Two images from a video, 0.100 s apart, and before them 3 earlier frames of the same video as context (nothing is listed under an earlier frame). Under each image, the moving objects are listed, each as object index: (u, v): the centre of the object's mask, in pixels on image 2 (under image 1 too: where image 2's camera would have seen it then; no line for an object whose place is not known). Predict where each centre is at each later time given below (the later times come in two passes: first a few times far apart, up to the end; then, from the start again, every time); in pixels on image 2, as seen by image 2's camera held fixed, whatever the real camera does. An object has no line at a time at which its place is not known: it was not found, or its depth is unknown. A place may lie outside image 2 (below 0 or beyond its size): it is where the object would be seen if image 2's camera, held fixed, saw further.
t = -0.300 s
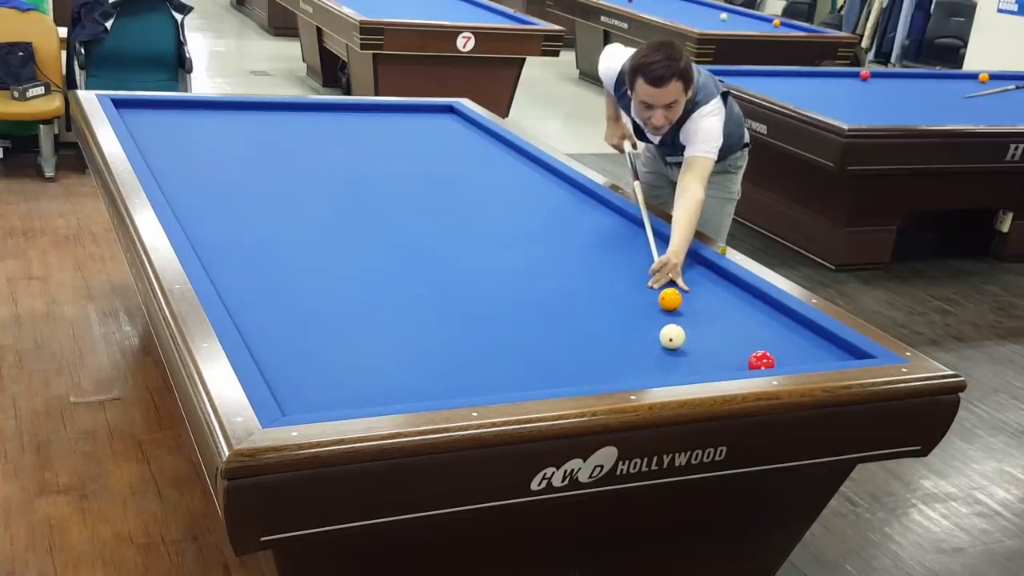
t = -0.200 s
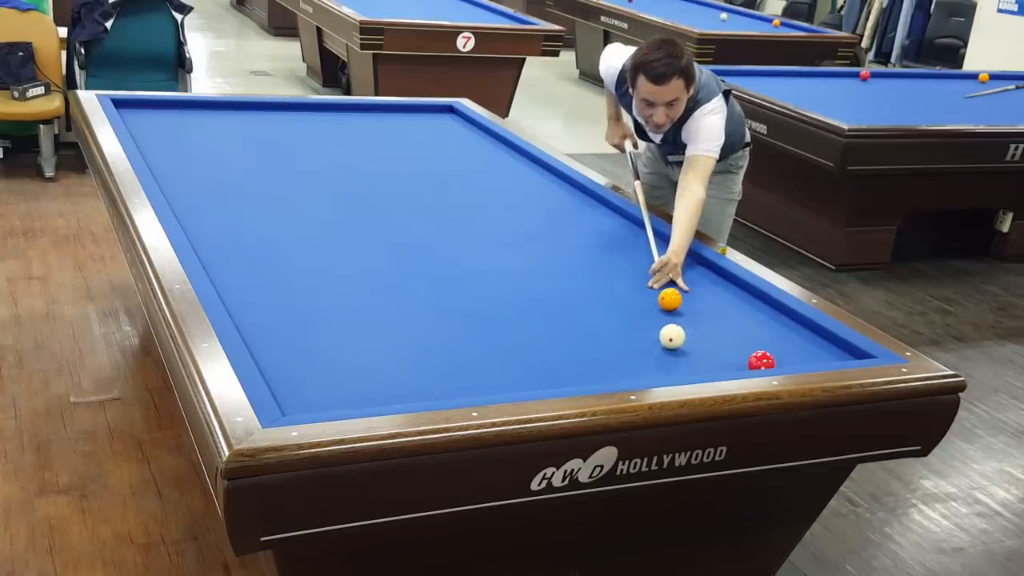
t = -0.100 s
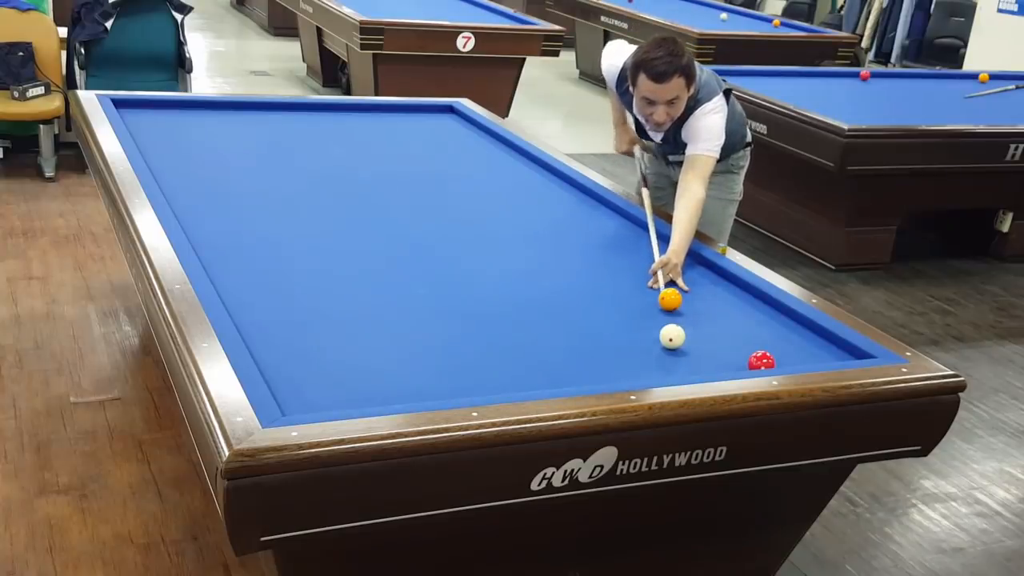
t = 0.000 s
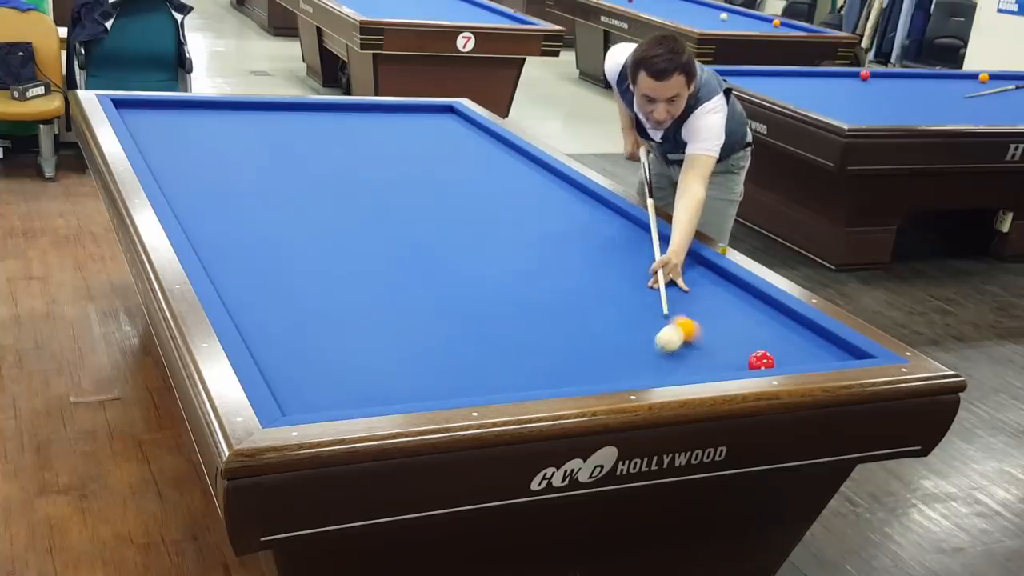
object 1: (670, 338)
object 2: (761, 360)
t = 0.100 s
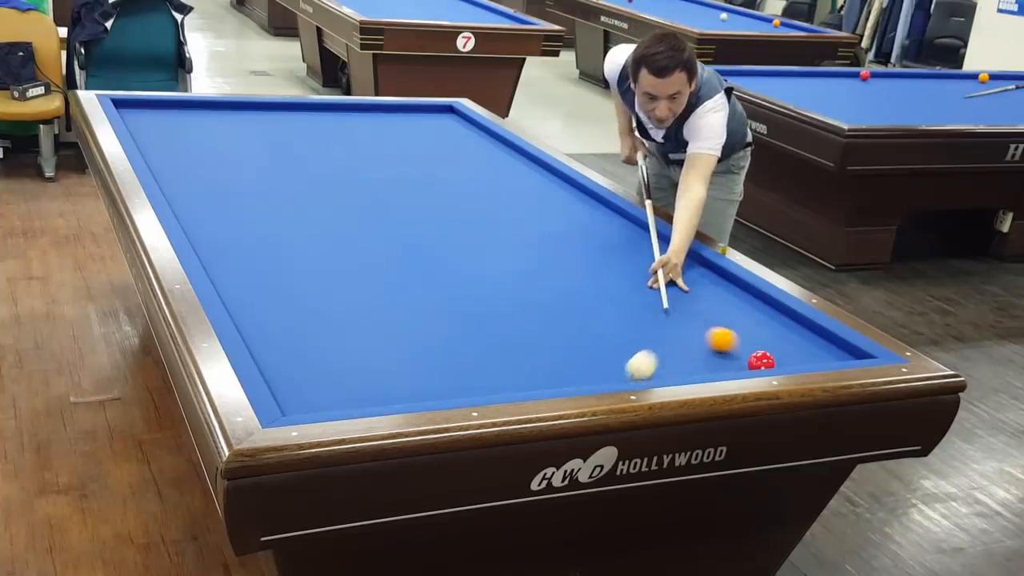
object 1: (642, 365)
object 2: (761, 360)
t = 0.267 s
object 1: (564, 362)
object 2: (761, 361)
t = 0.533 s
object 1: (450, 337)
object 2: (761, 360)
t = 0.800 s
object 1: (343, 314)
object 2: (761, 360)
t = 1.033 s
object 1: (255, 295)
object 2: (761, 360)
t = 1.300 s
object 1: (254, 271)
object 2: (761, 360)
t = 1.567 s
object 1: (285, 248)
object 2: (761, 360)
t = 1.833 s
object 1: (312, 229)
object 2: (761, 361)
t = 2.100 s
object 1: (335, 211)
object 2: (753, 362)
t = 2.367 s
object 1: (356, 195)
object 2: (745, 363)
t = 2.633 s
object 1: (375, 182)
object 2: (738, 363)
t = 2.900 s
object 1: (391, 169)
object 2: (732, 363)
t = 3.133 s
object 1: (404, 159)
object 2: (727, 363)
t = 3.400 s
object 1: (418, 149)
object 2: (723, 363)
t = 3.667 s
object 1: (431, 140)
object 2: (721, 363)
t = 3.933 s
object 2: (719, 363)
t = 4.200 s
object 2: (720, 363)
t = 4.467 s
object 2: (720, 363)
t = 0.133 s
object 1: (633, 372)
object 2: (761, 360)
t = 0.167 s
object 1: (616, 373)
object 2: (761, 360)
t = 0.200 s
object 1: (598, 370)
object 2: (761, 361)
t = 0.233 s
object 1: (581, 366)
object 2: (761, 361)
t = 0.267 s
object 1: (564, 362)
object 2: (761, 361)
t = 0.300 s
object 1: (549, 359)
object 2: (761, 361)
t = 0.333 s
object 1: (534, 355)
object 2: (761, 360)
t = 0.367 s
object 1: (520, 352)
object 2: (761, 360)
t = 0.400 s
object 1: (505, 349)
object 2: (761, 360)
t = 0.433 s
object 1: (491, 346)
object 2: (761, 360)
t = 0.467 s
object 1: (477, 343)
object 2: (761, 360)
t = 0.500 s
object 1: (464, 340)
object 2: (761, 360)
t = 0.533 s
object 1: (450, 337)
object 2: (761, 360)
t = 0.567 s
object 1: (436, 334)
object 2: (761, 360)
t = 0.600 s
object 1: (423, 331)
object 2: (761, 360)
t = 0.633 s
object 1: (409, 328)
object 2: (761, 360)
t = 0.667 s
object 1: (396, 326)
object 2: (761, 360)
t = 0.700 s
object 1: (383, 323)
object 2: (761, 360)
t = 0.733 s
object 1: (369, 320)
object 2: (761, 360)
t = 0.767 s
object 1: (356, 317)
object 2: (761, 360)
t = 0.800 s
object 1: (343, 314)
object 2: (761, 360)
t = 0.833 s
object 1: (331, 311)
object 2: (761, 360)
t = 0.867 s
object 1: (318, 309)
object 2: (761, 360)
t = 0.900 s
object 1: (305, 306)
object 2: (761, 360)
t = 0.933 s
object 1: (292, 304)
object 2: (761, 360)
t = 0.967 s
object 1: (280, 301)
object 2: (761, 360)
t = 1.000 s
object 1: (267, 298)
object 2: (761, 360)
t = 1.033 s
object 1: (255, 295)
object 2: (761, 360)
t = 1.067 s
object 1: (243, 293)
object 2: (761, 360)
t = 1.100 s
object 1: (231, 290)
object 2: (761, 360)
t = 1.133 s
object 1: (230, 287)
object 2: (761, 360)
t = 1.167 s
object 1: (236, 284)
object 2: (761, 360)
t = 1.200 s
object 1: (241, 280)
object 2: (761, 360)
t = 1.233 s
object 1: (246, 277)
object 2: (761, 360)
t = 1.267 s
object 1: (250, 274)
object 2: (761, 360)
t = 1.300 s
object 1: (254, 271)
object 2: (761, 360)
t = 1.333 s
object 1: (258, 268)
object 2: (761, 360)
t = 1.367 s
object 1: (263, 265)
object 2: (761, 360)
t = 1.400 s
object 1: (267, 262)
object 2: (761, 360)
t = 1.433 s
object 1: (271, 259)
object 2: (761, 360)
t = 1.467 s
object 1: (274, 256)
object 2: (761, 360)
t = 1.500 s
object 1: (278, 254)
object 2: (761, 360)
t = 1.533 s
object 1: (282, 251)
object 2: (761, 360)
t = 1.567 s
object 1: (285, 248)
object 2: (761, 360)
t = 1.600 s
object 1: (289, 246)
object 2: (761, 360)
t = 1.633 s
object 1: (292, 243)
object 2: (761, 360)
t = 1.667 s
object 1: (296, 241)
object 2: (761, 360)
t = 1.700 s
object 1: (299, 238)
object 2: (761, 360)
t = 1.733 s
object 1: (302, 236)
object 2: (761, 360)
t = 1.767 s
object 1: (306, 233)
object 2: (761, 360)
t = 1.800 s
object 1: (309, 231)
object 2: (761, 360)
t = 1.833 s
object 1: (312, 229)
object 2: (761, 361)
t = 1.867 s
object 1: (315, 226)
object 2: (760, 361)
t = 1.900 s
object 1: (318, 224)
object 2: (759, 361)
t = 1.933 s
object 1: (321, 222)
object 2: (758, 361)
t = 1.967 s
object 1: (324, 220)
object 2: (757, 361)
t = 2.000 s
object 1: (327, 217)
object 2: (756, 361)
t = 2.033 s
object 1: (330, 215)
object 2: (755, 362)
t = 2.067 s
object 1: (333, 213)
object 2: (754, 362)
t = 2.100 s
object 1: (335, 211)
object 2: (753, 362)
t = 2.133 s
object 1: (338, 209)
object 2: (752, 362)
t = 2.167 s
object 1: (341, 207)
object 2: (751, 362)
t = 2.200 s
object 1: (344, 205)
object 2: (750, 362)
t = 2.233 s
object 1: (346, 203)
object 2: (749, 362)
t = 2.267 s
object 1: (349, 201)
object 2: (748, 362)
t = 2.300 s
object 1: (351, 199)
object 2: (747, 362)
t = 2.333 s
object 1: (354, 197)
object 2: (746, 362)
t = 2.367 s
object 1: (356, 195)
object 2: (745, 363)
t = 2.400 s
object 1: (359, 194)
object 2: (744, 363)
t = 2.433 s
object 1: (361, 192)
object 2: (743, 363)
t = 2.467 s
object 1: (363, 190)
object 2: (742, 363)
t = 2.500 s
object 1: (366, 189)
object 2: (741, 363)
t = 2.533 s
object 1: (368, 187)
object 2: (740, 363)
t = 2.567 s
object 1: (370, 185)
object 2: (739, 363)
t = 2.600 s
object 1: (372, 183)
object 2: (739, 363)
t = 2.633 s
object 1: (375, 182)
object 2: (738, 363)
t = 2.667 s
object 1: (377, 180)
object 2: (737, 363)
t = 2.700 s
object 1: (379, 179)
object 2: (736, 363)
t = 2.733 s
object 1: (381, 177)
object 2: (735, 363)
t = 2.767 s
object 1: (383, 176)
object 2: (735, 363)
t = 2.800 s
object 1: (385, 174)
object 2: (734, 363)
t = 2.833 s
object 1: (387, 172)
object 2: (733, 363)
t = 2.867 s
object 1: (389, 171)
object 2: (732, 363)
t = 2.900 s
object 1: (391, 169)
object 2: (732, 363)
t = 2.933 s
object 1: (393, 168)
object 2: (731, 363)
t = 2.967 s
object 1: (395, 166)
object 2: (730, 363)
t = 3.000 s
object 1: (397, 165)
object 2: (730, 363)
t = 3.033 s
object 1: (399, 164)
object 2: (729, 363)
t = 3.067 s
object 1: (401, 162)
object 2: (728, 363)
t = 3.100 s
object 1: (403, 161)
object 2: (728, 363)
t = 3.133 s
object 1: (404, 159)
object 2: (727, 363)
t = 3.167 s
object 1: (406, 158)
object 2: (727, 363)
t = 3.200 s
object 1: (408, 157)
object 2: (726, 363)
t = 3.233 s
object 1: (410, 155)
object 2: (726, 363)
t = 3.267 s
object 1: (411, 154)
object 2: (725, 363)
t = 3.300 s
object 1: (413, 153)
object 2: (725, 363)
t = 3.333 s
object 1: (415, 152)
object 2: (724, 363)
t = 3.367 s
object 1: (416, 150)
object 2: (724, 363)
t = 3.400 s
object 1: (418, 149)
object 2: (723, 363)
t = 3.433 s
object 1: (420, 148)
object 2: (723, 363)
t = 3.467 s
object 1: (422, 147)
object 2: (723, 363)
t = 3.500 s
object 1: (423, 146)
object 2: (722, 363)
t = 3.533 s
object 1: (425, 145)
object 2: (722, 363)
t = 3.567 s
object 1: (426, 143)
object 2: (721, 363)
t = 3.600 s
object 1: (428, 142)
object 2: (721, 363)
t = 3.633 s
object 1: (429, 141)
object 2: (721, 363)
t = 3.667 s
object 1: (431, 140)
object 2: (721, 363)
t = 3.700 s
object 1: (433, 139)
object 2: (721, 363)
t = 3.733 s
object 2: (720, 363)
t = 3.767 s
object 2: (720, 363)
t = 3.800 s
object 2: (720, 363)
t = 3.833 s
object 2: (720, 363)
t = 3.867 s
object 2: (720, 363)
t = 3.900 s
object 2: (719, 363)
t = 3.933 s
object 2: (719, 363)
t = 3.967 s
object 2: (719, 363)
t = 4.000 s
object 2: (719, 363)
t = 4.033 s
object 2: (719, 363)
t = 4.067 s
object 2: (719, 363)
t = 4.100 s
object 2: (719, 363)
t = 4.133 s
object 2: (719, 363)
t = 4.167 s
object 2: (719, 363)
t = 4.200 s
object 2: (720, 363)
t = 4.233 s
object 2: (720, 363)
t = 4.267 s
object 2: (720, 363)
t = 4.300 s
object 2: (720, 363)
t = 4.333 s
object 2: (720, 363)
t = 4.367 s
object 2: (720, 363)
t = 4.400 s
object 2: (720, 363)
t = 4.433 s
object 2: (720, 363)
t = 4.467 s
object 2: (720, 363)
